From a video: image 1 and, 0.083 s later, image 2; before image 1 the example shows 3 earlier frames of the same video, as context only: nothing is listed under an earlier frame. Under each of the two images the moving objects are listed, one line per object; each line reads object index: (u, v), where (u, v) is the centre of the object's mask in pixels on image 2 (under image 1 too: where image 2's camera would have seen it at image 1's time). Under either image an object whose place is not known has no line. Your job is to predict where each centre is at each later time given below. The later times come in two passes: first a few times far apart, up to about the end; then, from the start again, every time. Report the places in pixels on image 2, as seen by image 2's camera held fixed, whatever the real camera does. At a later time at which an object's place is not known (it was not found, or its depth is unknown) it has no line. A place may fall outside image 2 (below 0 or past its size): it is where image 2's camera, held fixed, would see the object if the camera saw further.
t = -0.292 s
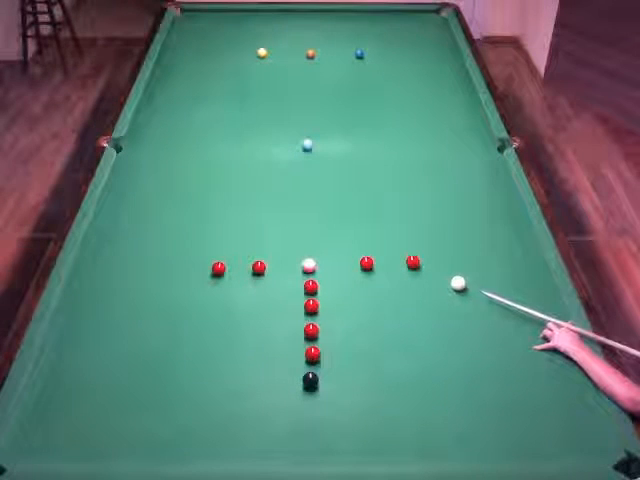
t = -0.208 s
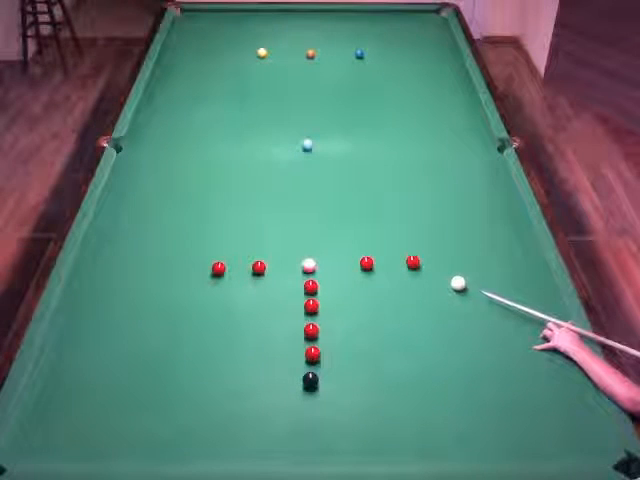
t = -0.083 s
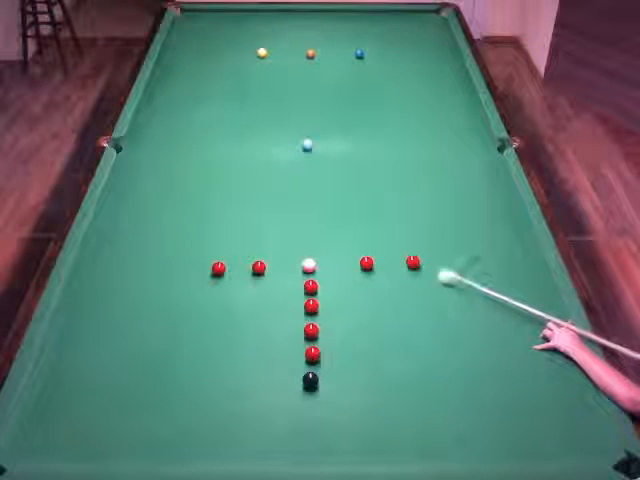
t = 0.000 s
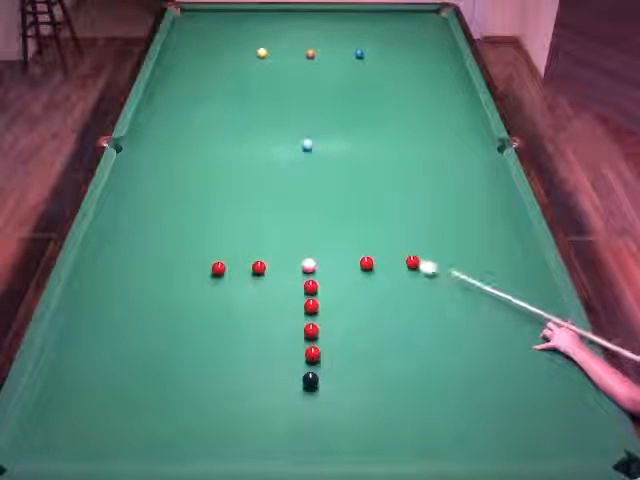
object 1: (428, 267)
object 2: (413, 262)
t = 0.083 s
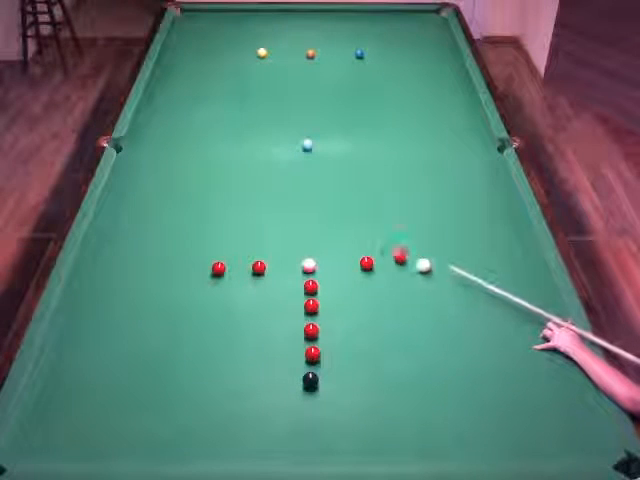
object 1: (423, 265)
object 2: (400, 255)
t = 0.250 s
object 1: (416, 260)
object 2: (377, 247)
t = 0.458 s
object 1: (407, 253)
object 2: (350, 235)
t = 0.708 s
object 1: (398, 247)
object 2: (321, 223)
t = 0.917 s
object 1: (392, 243)
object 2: (298, 213)
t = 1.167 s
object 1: (384, 238)
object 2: (273, 203)
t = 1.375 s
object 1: (381, 235)
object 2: (254, 197)
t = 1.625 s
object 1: (376, 232)
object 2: (233, 187)
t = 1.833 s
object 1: (373, 230)
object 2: (216, 181)
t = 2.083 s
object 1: (372, 229)
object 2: (198, 173)
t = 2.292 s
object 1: (371, 228)
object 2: (184, 168)
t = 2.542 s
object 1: (371, 228)
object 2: (169, 163)
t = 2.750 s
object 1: (371, 228)
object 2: (158, 157)
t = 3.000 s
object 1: (370, 227)
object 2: (146, 153)
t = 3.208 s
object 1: (370, 227)
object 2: (136, 149)
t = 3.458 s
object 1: (371, 227)
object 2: (125, 145)
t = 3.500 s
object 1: (370, 227)
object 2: (124, 144)
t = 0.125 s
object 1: (421, 264)
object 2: (392, 253)
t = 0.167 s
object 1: (419, 262)
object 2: (388, 251)
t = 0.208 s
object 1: (417, 261)
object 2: (382, 248)
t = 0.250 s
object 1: (416, 260)
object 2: (377, 247)
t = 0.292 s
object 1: (414, 258)
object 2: (372, 244)
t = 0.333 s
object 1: (413, 257)
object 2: (366, 242)
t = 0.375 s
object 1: (411, 256)
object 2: (360, 240)
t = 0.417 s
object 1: (409, 255)
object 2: (356, 237)
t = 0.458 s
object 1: (407, 253)
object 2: (350, 235)
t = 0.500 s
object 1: (406, 253)
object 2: (345, 233)
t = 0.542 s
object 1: (404, 252)
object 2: (340, 231)
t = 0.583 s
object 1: (402, 250)
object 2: (335, 228)
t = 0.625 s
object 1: (401, 249)
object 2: (330, 227)
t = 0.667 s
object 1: (399, 248)
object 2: (326, 225)
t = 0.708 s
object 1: (398, 247)
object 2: (321, 223)
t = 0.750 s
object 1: (397, 246)
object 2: (317, 221)
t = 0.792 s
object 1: (395, 245)
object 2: (311, 219)
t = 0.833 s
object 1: (394, 245)
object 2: (307, 217)
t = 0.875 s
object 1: (393, 244)
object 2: (302, 215)
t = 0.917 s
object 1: (392, 243)
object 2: (298, 213)
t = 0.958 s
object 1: (390, 242)
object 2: (294, 212)
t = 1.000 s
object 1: (389, 241)
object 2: (290, 210)
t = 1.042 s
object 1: (389, 241)
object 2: (286, 208)
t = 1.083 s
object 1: (387, 240)
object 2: (281, 207)
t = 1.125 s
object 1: (386, 239)
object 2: (277, 205)
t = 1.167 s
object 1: (384, 238)
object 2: (273, 203)
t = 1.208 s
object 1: (384, 238)
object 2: (269, 201)
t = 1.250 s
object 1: (383, 237)
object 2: (265, 200)
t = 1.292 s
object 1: (382, 236)
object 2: (262, 199)
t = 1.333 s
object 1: (381, 236)
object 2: (258, 197)
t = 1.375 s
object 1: (381, 235)
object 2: (254, 197)
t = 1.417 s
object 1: (380, 234)
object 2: (250, 196)
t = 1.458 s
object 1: (379, 234)
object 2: (246, 194)
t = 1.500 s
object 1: (379, 234)
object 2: (243, 190)
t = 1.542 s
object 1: (377, 232)
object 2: (239, 189)
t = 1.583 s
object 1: (377, 232)
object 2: (236, 188)
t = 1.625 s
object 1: (376, 232)
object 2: (233, 187)
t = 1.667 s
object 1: (375, 231)
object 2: (229, 185)
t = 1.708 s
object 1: (375, 231)
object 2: (226, 184)
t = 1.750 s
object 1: (374, 230)
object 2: (223, 183)
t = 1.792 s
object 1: (374, 230)
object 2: (219, 182)
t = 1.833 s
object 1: (373, 230)
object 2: (216, 181)
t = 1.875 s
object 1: (373, 230)
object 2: (213, 179)
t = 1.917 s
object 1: (372, 229)
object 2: (210, 178)
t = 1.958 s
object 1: (372, 229)
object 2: (206, 177)
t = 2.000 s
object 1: (372, 229)
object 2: (204, 176)
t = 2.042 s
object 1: (372, 229)
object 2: (201, 174)
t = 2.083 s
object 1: (372, 229)
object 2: (198, 173)
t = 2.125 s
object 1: (372, 229)
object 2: (196, 172)
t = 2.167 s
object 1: (371, 229)
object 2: (192, 171)
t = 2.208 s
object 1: (371, 228)
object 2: (190, 170)
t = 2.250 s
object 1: (371, 228)
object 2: (187, 169)
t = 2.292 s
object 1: (371, 228)
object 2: (184, 168)
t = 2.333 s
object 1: (371, 228)
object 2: (182, 167)
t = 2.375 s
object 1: (371, 228)
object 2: (179, 166)
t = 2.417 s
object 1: (371, 228)
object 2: (177, 165)
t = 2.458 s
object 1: (371, 228)
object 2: (174, 164)
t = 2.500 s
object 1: (371, 228)
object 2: (173, 163)
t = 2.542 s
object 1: (371, 228)
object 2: (169, 163)
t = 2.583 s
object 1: (371, 228)
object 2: (167, 162)
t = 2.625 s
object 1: (371, 228)
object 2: (165, 160)
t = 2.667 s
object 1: (371, 228)
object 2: (163, 158)
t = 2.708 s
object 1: (371, 228)
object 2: (162, 158)
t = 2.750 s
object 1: (371, 228)
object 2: (158, 157)
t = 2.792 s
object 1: (371, 228)
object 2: (155, 156)
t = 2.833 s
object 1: (371, 228)
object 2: (153, 155)
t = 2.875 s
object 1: (371, 227)
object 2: (151, 155)
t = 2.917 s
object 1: (371, 227)
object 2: (149, 154)
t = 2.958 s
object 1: (371, 227)
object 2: (148, 153)
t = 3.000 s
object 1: (370, 227)
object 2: (146, 153)
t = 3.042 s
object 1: (370, 227)
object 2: (144, 152)
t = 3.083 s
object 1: (371, 227)
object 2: (142, 151)
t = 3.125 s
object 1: (371, 227)
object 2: (140, 150)
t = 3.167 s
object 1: (370, 227)
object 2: (138, 150)
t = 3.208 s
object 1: (370, 227)
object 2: (136, 149)
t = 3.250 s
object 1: (370, 227)
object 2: (133, 148)
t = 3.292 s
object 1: (370, 227)
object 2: (132, 147)
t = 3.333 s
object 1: (370, 227)
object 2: (131, 147)
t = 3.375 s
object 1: (370, 227)
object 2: (130, 146)
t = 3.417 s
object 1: (370, 227)
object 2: (127, 145)
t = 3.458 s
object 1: (371, 227)
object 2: (125, 145)
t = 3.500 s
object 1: (370, 227)
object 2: (124, 144)
